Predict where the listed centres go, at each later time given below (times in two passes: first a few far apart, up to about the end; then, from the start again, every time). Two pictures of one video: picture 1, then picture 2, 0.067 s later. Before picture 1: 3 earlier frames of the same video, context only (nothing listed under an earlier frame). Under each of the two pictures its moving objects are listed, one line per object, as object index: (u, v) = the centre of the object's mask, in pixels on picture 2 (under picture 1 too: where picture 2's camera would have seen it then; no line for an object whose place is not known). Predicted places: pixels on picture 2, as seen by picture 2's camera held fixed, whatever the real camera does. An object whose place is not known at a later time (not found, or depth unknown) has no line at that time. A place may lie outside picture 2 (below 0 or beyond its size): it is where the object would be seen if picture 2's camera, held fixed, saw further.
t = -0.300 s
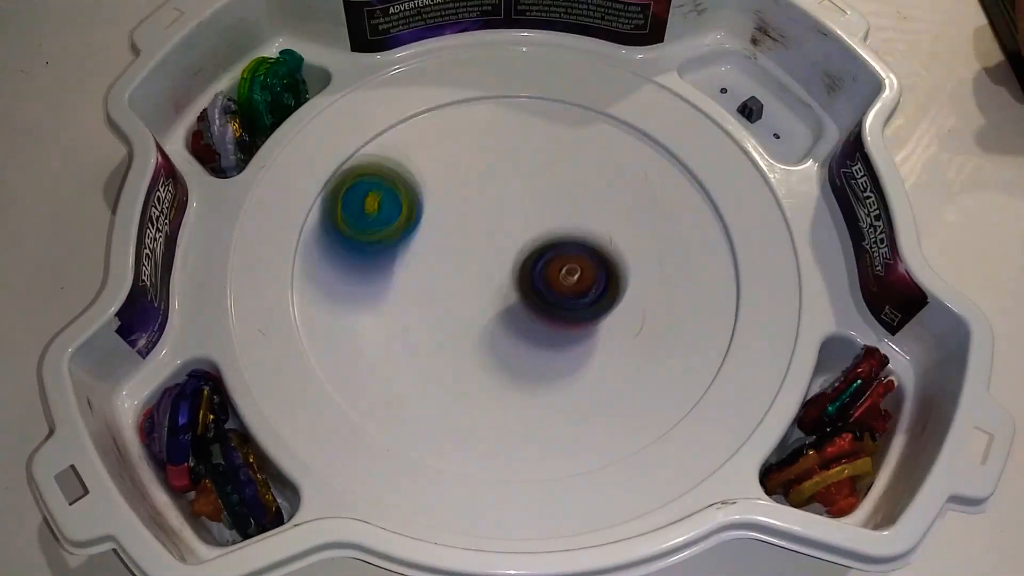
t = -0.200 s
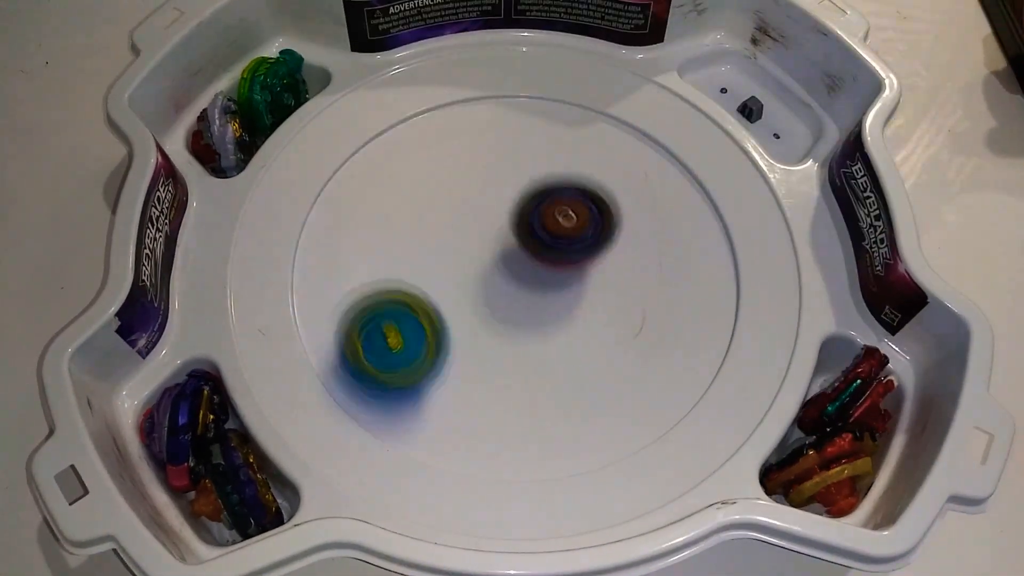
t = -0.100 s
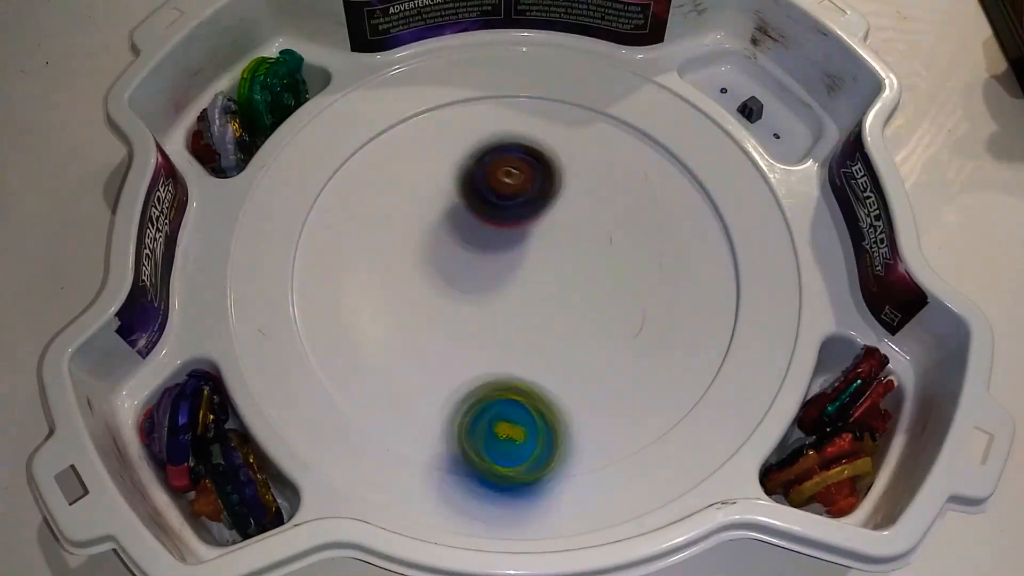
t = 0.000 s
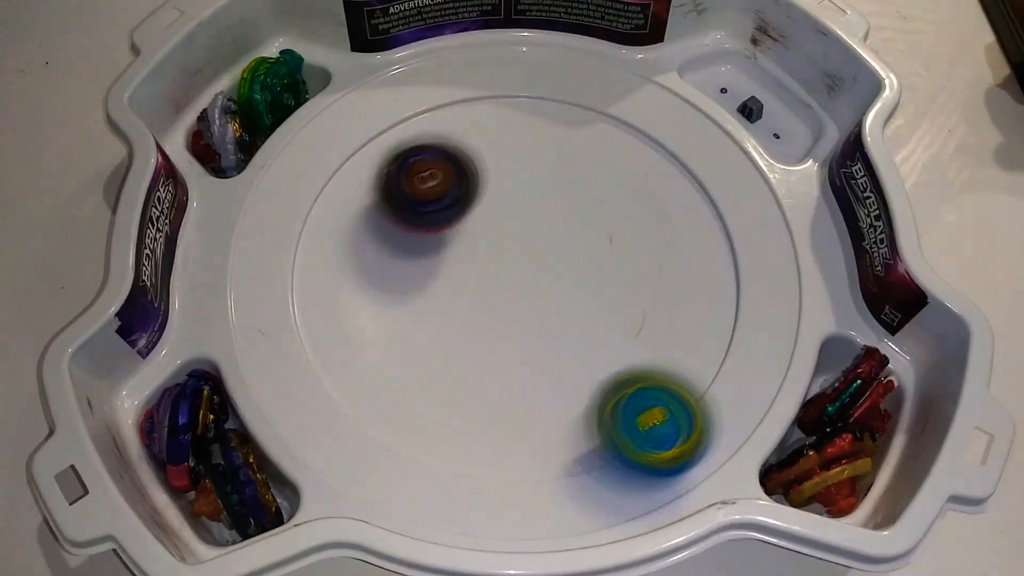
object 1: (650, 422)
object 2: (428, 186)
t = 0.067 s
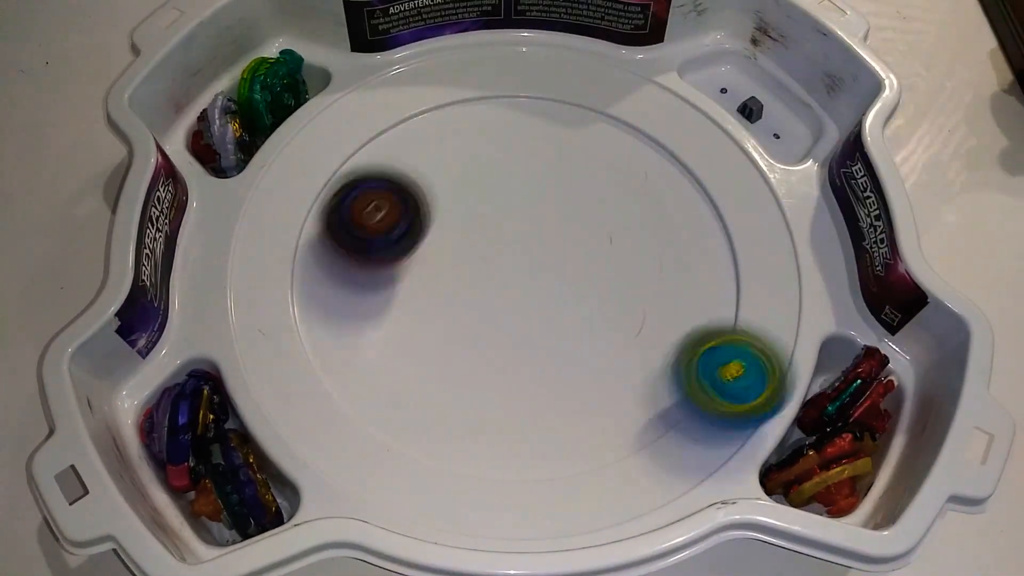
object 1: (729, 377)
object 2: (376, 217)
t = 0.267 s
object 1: (764, 179)
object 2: (407, 420)
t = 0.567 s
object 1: (415, 141)
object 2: (722, 248)
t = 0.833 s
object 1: (402, 473)
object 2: (457, 81)
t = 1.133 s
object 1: (726, 267)
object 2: (526, 447)
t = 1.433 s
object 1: (459, 88)
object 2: (608, 98)
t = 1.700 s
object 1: (383, 411)
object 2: (335, 228)
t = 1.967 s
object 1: (691, 164)
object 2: (603, 354)
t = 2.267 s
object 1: (300, 277)
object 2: (630, 107)
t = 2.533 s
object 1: (731, 293)
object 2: (370, 184)
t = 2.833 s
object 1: (463, 86)
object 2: (574, 443)
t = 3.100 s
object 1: (311, 322)
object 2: (712, 225)
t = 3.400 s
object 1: (624, 412)
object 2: (417, 163)
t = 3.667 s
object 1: (673, 192)
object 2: (391, 396)
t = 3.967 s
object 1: (405, 143)
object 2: (658, 307)
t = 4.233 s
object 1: (339, 373)
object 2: (502, 138)
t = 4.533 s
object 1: (649, 391)
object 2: (304, 274)
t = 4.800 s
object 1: (642, 177)
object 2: (536, 400)
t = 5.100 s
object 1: (381, 163)
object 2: (642, 177)
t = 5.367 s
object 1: (360, 383)
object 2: (421, 142)
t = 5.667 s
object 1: (650, 377)
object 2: (440, 385)
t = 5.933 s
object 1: (632, 176)
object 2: (679, 317)
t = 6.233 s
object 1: (385, 167)
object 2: (525, 151)
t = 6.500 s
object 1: (356, 389)
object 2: (354, 267)
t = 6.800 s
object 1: (673, 391)
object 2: (536, 354)
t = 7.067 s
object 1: (679, 204)
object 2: (554, 179)
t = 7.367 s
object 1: (499, 176)
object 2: (314, 186)
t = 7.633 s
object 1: (446, 317)
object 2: (401, 413)
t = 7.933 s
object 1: (594, 249)
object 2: (617, 365)
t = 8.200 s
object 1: (524, 112)
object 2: (534, 252)
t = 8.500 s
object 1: (390, 167)
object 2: (391, 334)
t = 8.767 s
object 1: (425, 311)
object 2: (568, 364)
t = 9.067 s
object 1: (561, 315)
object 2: (624, 217)
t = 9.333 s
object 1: (515, 285)
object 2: (485, 110)
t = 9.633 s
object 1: (480, 340)
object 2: (357, 180)
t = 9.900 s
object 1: (529, 298)
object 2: (418, 340)
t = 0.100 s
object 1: (765, 348)
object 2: (357, 243)
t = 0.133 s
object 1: (794, 316)
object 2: (343, 275)
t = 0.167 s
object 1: (802, 281)
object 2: (341, 312)
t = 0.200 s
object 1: (798, 244)
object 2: (352, 351)
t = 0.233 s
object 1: (783, 214)
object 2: (373, 388)
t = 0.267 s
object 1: (764, 179)
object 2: (407, 420)
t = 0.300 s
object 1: (742, 149)
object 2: (451, 440)
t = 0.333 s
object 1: (714, 125)
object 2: (504, 445)
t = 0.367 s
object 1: (678, 106)
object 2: (557, 438)
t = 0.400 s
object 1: (639, 93)
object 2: (606, 423)
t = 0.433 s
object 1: (597, 88)
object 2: (648, 399)
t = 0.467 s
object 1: (552, 92)
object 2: (682, 366)
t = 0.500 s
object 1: (505, 100)
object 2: (706, 329)
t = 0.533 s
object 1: (459, 117)
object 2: (719, 289)
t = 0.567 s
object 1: (415, 141)
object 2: (722, 248)
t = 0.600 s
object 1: (376, 172)
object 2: (715, 209)
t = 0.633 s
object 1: (342, 209)
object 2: (699, 171)
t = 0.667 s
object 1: (316, 251)
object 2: (675, 138)
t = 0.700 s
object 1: (301, 297)
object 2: (642, 110)
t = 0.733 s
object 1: (312, 338)
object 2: (597, 93)
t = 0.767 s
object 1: (336, 384)
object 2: (551, 82)
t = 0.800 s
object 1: (367, 432)
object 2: (505, 77)
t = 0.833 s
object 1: (402, 473)
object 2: (457, 81)
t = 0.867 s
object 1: (459, 481)
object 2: (408, 99)
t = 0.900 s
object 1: (517, 480)
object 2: (362, 130)
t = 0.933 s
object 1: (571, 465)
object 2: (324, 169)
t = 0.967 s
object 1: (616, 446)
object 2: (303, 224)
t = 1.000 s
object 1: (657, 414)
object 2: (297, 286)
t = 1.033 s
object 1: (686, 387)
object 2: (323, 345)
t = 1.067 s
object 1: (707, 344)
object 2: (371, 402)
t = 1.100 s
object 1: (722, 306)
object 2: (444, 438)
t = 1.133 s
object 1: (726, 267)
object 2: (526, 447)
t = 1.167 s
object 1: (722, 228)
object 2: (603, 434)
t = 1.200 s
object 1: (710, 192)
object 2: (667, 395)
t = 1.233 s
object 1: (690, 158)
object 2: (711, 350)
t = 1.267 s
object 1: (659, 131)
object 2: (731, 296)
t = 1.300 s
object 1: (626, 108)
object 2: (734, 243)
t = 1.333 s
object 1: (584, 94)
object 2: (717, 196)
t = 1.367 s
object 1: (544, 84)
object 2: (691, 155)
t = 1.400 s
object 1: (500, 83)
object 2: (653, 121)
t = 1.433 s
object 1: (459, 88)
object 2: (608, 98)
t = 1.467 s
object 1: (419, 102)
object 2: (562, 83)
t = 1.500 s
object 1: (381, 122)
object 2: (513, 77)
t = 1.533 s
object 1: (348, 151)
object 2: (460, 84)
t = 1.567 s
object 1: (322, 182)
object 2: (410, 99)
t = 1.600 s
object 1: (305, 220)
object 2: (364, 126)
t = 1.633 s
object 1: (297, 271)
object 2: (329, 161)
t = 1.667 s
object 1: (320, 351)
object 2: (329, 188)
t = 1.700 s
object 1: (383, 411)
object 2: (335, 228)
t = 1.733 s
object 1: (464, 443)
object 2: (349, 264)
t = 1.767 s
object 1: (555, 445)
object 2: (368, 303)
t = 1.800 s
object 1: (630, 419)
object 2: (397, 334)
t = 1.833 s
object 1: (686, 376)
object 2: (434, 357)
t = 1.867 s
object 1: (716, 323)
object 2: (478, 370)
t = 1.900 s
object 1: (729, 265)
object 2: (522, 373)
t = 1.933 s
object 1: (717, 209)
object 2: (565, 369)
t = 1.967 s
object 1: (691, 164)
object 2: (603, 354)
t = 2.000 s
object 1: (651, 126)
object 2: (634, 333)
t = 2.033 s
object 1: (604, 98)
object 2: (660, 306)
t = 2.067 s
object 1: (549, 85)
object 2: (677, 276)
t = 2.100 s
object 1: (493, 82)
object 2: (686, 243)
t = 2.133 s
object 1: (438, 93)
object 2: (688, 213)
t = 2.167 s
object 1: (381, 120)
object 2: (683, 182)
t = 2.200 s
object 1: (337, 161)
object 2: (673, 153)
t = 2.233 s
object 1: (308, 213)
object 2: (656, 126)
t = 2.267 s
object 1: (300, 277)
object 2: (630, 107)
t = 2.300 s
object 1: (324, 342)
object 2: (594, 96)
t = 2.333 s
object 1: (380, 404)
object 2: (558, 89)
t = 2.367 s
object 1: (456, 439)
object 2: (522, 86)
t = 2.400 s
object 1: (542, 446)
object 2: (485, 91)
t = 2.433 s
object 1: (616, 426)
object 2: (451, 104)
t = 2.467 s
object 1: (673, 391)
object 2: (419, 125)
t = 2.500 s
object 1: (710, 344)
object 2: (391, 153)
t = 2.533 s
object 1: (731, 293)
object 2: (370, 184)
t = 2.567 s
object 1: (730, 246)
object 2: (358, 220)
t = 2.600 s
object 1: (717, 201)
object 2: (354, 259)
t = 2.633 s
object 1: (694, 162)
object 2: (359, 300)
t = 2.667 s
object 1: (661, 130)
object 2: (376, 339)
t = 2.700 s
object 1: (625, 107)
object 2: (404, 376)
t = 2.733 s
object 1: (584, 91)
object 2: (440, 406)
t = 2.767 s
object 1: (545, 83)
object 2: (481, 428)
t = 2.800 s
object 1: (503, 82)
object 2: (527, 442)
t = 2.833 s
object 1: (463, 86)
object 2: (574, 443)
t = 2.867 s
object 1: (424, 98)
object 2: (615, 425)
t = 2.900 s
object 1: (387, 117)
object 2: (652, 404)
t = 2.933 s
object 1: (357, 142)
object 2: (686, 381)
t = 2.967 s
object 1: (330, 170)
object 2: (709, 351)
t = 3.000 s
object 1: (310, 206)
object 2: (723, 320)
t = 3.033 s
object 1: (302, 245)
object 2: (728, 287)
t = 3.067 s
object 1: (300, 281)
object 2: (725, 255)
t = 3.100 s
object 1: (311, 322)
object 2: (712, 225)
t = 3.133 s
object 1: (328, 357)
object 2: (692, 198)
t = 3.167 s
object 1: (355, 387)
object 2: (666, 176)
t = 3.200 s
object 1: (387, 411)
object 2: (635, 158)
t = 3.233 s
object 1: (428, 431)
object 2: (601, 145)
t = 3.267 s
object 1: (467, 441)
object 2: (564, 136)
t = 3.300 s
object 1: (508, 445)
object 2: (525, 135)
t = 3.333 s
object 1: (550, 440)
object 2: (486, 140)
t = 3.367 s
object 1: (590, 428)
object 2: (449, 150)
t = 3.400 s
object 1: (624, 412)
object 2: (417, 163)
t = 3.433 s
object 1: (653, 390)
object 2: (388, 181)
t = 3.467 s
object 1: (678, 364)
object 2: (364, 205)
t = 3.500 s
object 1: (693, 336)
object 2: (342, 235)
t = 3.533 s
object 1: (702, 305)
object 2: (325, 269)
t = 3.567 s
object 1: (704, 274)
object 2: (317, 305)
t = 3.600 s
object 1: (700, 245)
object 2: (318, 343)
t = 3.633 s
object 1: (689, 217)
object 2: (350, 373)
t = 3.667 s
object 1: (673, 192)
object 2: (391, 396)
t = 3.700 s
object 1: (654, 169)
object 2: (432, 418)
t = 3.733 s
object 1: (629, 151)
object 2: (472, 431)
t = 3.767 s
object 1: (601, 134)
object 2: (514, 434)
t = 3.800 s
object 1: (569, 124)
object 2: (555, 431)
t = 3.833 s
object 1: (538, 117)
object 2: (590, 415)
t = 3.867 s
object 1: (502, 116)
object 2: (617, 393)
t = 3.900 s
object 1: (469, 120)
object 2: (638, 368)
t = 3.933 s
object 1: (436, 130)
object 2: (652, 337)
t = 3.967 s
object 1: (405, 143)
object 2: (658, 307)
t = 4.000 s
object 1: (376, 162)
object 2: (656, 277)
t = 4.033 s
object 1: (351, 187)
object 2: (649, 247)
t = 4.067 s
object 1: (331, 213)
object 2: (633, 221)
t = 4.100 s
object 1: (319, 242)
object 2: (614, 195)
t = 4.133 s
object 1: (311, 274)
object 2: (591, 174)
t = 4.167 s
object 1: (312, 306)
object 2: (563, 157)
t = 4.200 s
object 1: (321, 339)
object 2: (533, 145)
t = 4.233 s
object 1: (339, 373)
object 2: (502, 138)
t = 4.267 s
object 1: (367, 398)
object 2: (472, 135)
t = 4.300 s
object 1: (401, 420)
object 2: (441, 138)
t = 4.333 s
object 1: (437, 436)
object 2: (411, 147)
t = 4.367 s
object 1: (477, 443)
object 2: (383, 158)
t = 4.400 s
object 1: (516, 446)
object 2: (357, 175)
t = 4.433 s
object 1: (556, 440)
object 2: (335, 193)
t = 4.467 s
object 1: (593, 428)
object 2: (318, 217)
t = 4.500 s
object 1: (623, 412)
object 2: (308, 246)
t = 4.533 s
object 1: (649, 391)
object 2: (304, 274)
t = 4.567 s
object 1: (669, 366)
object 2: (311, 304)
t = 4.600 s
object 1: (683, 337)
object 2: (326, 334)
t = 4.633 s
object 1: (691, 309)
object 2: (350, 361)
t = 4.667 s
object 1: (693, 279)
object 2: (379, 382)
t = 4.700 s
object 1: (688, 251)
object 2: (416, 398)
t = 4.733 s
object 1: (678, 225)
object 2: (455, 407)
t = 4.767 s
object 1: (663, 200)
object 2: (495, 407)
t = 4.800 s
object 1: (642, 177)
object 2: (536, 400)
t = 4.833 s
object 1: (618, 159)
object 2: (575, 387)
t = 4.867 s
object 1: (591, 143)
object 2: (607, 366)
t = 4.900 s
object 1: (563, 132)
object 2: (632, 341)
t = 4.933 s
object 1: (532, 126)
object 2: (650, 314)
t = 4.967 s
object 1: (499, 124)
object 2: (661, 287)
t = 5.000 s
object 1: (468, 127)
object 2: (666, 257)
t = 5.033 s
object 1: (438, 133)
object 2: (662, 230)
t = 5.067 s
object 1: (408, 146)
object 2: (654, 201)
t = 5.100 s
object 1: (381, 163)
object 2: (642, 177)
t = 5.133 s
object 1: (356, 185)
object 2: (622, 156)
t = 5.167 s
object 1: (336, 208)
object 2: (599, 139)
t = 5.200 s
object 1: (323, 234)
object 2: (573, 125)
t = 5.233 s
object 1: (316, 264)
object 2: (543, 118)
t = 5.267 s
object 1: (316, 295)
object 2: (512, 116)
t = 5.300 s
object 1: (322, 325)
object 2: (481, 116)
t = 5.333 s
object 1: (338, 354)
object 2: (451, 126)
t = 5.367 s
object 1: (360, 383)
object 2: (421, 142)
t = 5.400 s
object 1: (388, 407)
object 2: (395, 163)
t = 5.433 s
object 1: (420, 424)
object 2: (375, 187)
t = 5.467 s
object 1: (455, 434)
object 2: (361, 217)
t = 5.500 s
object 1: (493, 440)
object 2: (354, 249)
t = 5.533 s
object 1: (530, 437)
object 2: (355, 281)
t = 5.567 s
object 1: (567, 430)
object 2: (366, 313)
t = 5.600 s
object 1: (599, 417)
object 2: (385, 342)
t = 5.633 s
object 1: (627, 399)
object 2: (409, 367)
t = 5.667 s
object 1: (650, 377)
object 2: (440, 385)
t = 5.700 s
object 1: (669, 351)
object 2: (475, 397)
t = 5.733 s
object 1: (679, 325)
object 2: (513, 402)
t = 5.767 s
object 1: (685, 297)
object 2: (552, 401)
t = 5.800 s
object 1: (685, 270)
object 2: (588, 393)
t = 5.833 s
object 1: (679, 243)
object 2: (622, 380)
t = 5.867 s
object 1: (668, 218)
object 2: (647, 362)
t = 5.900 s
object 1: (652, 195)
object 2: (667, 340)
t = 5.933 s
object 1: (632, 176)
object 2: (679, 317)
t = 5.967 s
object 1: (609, 159)
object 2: (686, 289)
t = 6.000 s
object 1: (583, 145)
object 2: (684, 262)
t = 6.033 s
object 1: (556, 135)
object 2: (677, 236)
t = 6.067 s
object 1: (526, 129)
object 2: (661, 213)
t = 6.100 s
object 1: (496, 128)
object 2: (642, 192)
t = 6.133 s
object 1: (466, 131)
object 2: (617, 175)
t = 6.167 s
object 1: (437, 139)
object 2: (589, 161)
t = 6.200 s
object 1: (409, 151)
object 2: (557, 154)
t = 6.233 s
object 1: (385, 167)
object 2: (525, 151)
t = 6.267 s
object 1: (363, 188)
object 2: (493, 152)
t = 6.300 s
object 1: (346, 210)
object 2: (462, 159)
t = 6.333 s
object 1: (334, 237)
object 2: (433, 171)
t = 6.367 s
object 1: (328, 264)
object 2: (407, 187)
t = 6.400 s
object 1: (328, 295)
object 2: (383, 207)
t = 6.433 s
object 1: (330, 330)
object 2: (368, 225)
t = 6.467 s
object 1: (340, 361)
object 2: (360, 243)
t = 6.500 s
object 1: (356, 389)
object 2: (354, 267)
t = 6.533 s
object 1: (387, 411)
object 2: (355, 291)
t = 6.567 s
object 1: (422, 429)
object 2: (362, 317)
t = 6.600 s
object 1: (456, 444)
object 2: (378, 342)
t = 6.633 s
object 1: (491, 449)
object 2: (400, 363)
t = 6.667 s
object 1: (534, 450)
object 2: (423, 373)
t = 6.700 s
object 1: (578, 442)
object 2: (450, 376)
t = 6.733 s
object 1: (618, 431)
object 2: (480, 375)
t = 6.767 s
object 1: (648, 412)
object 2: (510, 367)
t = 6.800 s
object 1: (673, 391)
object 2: (536, 354)
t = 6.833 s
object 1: (693, 369)
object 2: (557, 334)
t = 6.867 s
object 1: (707, 345)
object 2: (571, 313)
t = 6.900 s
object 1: (718, 321)
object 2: (582, 287)
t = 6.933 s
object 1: (720, 295)
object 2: (585, 264)
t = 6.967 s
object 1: (717, 270)
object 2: (584, 241)
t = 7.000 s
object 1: (709, 246)
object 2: (577, 219)
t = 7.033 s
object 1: (696, 224)
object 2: (568, 197)
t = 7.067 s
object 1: (679, 204)
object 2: (554, 179)
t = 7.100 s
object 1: (659, 186)
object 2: (537, 164)
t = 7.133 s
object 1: (635, 171)
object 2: (516, 151)
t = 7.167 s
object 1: (608, 159)
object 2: (494, 141)
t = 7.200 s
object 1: (579, 150)
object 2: (470, 138)
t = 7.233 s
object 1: (550, 145)
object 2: (446, 139)
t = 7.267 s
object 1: (526, 145)
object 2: (416, 143)
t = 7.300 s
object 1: (521, 153)
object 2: (366, 148)
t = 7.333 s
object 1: (512, 164)
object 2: (325, 161)
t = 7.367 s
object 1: (499, 176)
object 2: (314, 186)
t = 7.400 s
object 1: (482, 190)
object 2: (307, 229)
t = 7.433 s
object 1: (465, 205)
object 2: (301, 260)
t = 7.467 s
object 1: (451, 223)
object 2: (305, 293)
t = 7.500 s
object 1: (439, 244)
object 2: (319, 323)
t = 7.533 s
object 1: (432, 267)
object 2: (336, 352)
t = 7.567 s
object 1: (428, 289)
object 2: (359, 372)
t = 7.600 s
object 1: (433, 308)
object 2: (382, 391)
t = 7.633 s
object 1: (446, 317)
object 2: (401, 413)
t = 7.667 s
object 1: (462, 330)
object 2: (427, 429)
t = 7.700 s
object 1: (480, 342)
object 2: (458, 439)
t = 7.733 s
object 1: (503, 343)
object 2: (483, 449)
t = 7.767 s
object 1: (530, 330)
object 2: (514, 439)
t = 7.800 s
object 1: (550, 316)
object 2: (542, 427)
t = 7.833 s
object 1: (568, 301)
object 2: (567, 415)
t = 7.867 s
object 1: (580, 284)
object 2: (590, 402)
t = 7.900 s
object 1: (589, 267)
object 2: (607, 384)
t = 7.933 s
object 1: (594, 249)
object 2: (617, 365)
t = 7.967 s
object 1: (598, 231)
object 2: (623, 343)
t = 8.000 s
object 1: (597, 213)
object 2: (624, 321)
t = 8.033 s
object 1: (592, 197)
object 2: (619, 298)
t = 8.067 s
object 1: (583, 182)
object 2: (607, 278)
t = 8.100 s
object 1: (572, 171)
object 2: (592, 261)
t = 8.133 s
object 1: (558, 149)
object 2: (575, 257)
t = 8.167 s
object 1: (541, 127)
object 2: (555, 254)
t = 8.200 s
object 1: (524, 112)
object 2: (534, 252)
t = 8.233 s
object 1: (507, 101)
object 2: (510, 252)
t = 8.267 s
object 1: (488, 93)
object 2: (489, 252)
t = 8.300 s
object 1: (470, 90)
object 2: (466, 258)
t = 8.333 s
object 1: (452, 92)
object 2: (446, 267)
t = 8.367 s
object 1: (434, 100)
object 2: (428, 276)
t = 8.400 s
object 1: (417, 112)
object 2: (412, 288)
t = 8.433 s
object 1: (404, 127)
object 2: (401, 302)
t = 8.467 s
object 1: (395, 146)
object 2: (393, 317)
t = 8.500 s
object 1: (390, 167)
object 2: (391, 334)
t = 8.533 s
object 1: (386, 191)
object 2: (398, 353)
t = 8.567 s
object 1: (386, 216)
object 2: (411, 368)
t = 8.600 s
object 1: (389, 239)
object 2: (432, 376)
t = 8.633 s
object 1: (398, 264)
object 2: (457, 380)
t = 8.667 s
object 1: (407, 285)
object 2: (481, 378)
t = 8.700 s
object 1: (418, 305)
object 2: (506, 371)
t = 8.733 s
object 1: (420, 307)
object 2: (540, 371)
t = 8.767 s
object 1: (425, 311)
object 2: (568, 364)
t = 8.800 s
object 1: (433, 318)
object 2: (590, 356)
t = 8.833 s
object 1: (446, 327)
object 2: (609, 342)
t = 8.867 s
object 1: (460, 336)
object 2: (624, 327)
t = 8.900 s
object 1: (480, 342)
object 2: (636, 308)
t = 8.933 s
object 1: (499, 344)
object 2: (641, 290)
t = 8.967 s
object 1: (516, 342)
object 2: (644, 270)
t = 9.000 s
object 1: (535, 336)
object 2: (641, 252)
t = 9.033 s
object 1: (549, 326)
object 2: (635, 234)
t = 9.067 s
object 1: (561, 315)
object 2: (624, 217)
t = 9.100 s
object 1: (571, 302)
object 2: (611, 203)
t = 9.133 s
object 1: (575, 287)
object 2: (594, 192)
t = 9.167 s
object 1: (575, 273)
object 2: (575, 182)
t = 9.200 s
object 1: (567, 274)
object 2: (560, 158)
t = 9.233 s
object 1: (555, 275)
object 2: (541, 140)
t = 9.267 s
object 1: (541, 277)
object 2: (521, 124)
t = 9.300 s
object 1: (529, 280)
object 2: (504, 117)
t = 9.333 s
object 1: (515, 285)
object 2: (485, 110)
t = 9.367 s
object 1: (504, 291)
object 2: (467, 105)
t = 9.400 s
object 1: (493, 299)
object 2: (447, 102)
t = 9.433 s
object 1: (484, 307)
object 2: (428, 104)
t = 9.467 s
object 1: (479, 315)
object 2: (411, 107)
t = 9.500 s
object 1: (475, 323)
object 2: (395, 115)
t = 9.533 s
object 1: (473, 331)
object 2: (378, 127)
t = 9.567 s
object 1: (474, 336)
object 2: (368, 142)
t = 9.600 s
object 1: (476, 339)
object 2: (361, 162)
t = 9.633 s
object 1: (480, 340)
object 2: (357, 180)
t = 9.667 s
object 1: (484, 341)
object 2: (358, 202)
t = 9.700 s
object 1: (489, 339)
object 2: (359, 224)
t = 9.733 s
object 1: (494, 337)
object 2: (366, 246)
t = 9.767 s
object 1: (498, 331)
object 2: (376, 270)
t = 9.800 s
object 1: (504, 323)
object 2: (388, 290)
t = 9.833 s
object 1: (514, 317)
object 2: (398, 307)
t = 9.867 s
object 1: (522, 309)
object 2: (405, 324)
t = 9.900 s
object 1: (529, 298)
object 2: (418, 340)
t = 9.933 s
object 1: (532, 287)
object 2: (435, 355)
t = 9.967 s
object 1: (534, 275)
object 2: (453, 369)
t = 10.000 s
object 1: (532, 263)
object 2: (473, 379)
